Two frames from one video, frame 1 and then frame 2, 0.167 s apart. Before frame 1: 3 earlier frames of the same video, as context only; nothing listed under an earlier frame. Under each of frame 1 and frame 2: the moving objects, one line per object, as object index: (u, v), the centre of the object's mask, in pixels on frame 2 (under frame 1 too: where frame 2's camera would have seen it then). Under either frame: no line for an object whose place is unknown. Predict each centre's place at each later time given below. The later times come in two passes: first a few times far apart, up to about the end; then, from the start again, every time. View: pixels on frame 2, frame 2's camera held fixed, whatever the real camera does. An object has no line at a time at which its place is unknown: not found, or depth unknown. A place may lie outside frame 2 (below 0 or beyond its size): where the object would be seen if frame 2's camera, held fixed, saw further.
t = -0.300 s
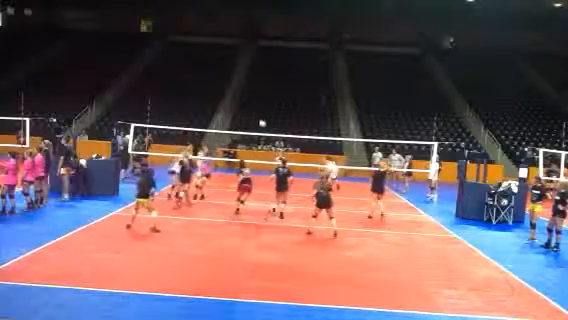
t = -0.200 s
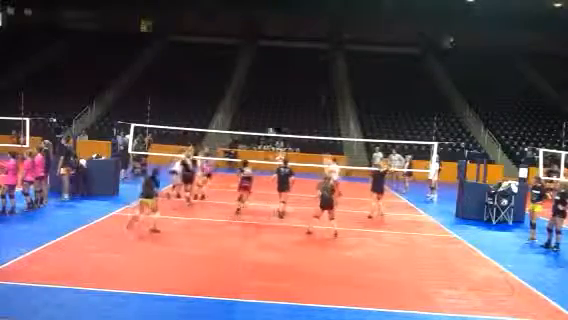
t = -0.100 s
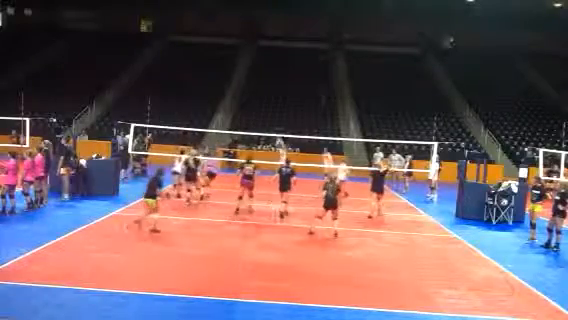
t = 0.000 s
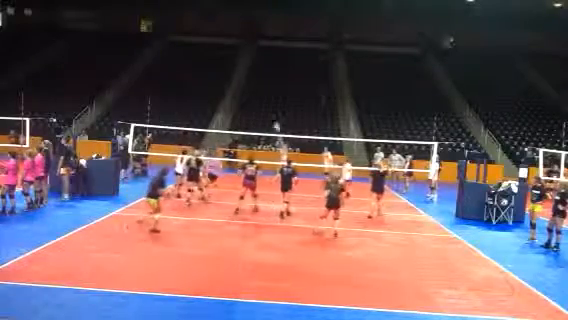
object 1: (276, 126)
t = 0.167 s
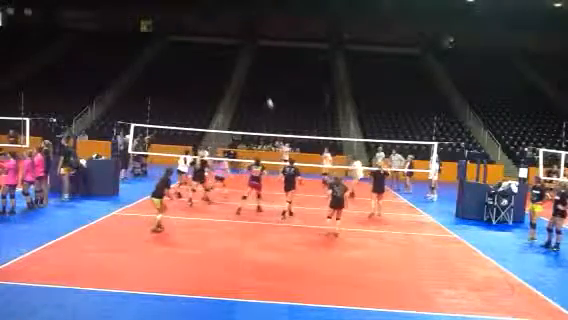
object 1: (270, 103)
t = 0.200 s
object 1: (268, 99)
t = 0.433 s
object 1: (256, 77)
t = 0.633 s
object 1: (247, 69)
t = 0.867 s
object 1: (235, 72)
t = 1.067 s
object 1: (223, 85)
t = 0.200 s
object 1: (268, 99)
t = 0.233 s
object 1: (266, 95)
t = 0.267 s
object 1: (265, 91)
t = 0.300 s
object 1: (264, 89)
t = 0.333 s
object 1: (262, 86)
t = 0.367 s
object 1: (260, 83)
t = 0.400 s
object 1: (258, 80)
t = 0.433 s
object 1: (256, 77)
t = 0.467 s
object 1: (255, 75)
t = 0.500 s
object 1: (254, 73)
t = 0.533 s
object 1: (251, 72)
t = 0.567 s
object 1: (249, 71)
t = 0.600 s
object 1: (248, 70)
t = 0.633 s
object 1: (247, 69)
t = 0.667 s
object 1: (246, 69)
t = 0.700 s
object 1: (243, 68)
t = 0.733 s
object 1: (243, 69)
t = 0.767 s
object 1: (238, 69)
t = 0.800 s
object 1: (238, 70)
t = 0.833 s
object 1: (235, 71)
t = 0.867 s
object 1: (235, 72)
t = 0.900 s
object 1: (232, 73)
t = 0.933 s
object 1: (230, 75)
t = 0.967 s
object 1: (228, 78)
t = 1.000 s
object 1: (227, 80)
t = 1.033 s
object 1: (225, 82)
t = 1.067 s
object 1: (223, 85)
